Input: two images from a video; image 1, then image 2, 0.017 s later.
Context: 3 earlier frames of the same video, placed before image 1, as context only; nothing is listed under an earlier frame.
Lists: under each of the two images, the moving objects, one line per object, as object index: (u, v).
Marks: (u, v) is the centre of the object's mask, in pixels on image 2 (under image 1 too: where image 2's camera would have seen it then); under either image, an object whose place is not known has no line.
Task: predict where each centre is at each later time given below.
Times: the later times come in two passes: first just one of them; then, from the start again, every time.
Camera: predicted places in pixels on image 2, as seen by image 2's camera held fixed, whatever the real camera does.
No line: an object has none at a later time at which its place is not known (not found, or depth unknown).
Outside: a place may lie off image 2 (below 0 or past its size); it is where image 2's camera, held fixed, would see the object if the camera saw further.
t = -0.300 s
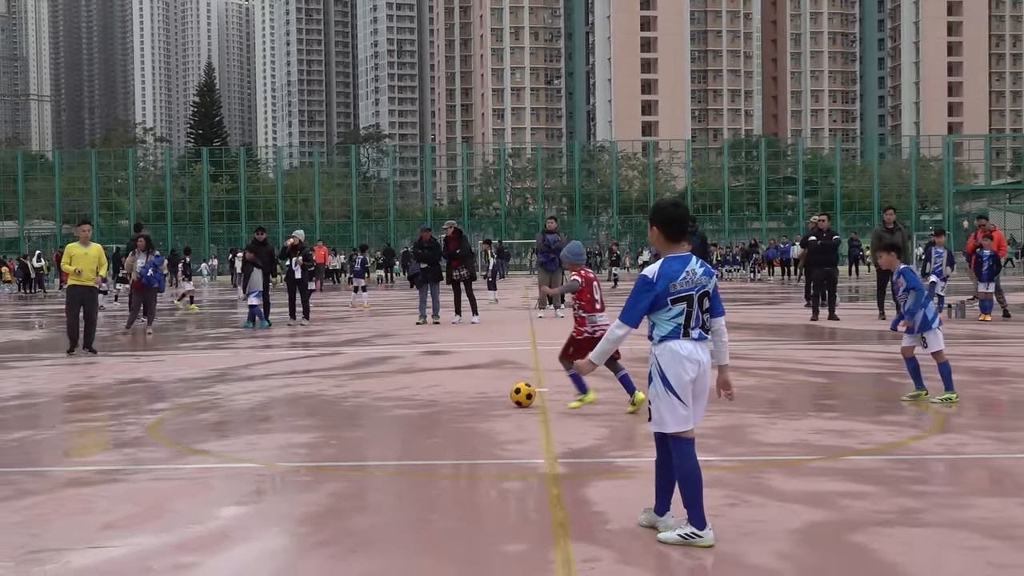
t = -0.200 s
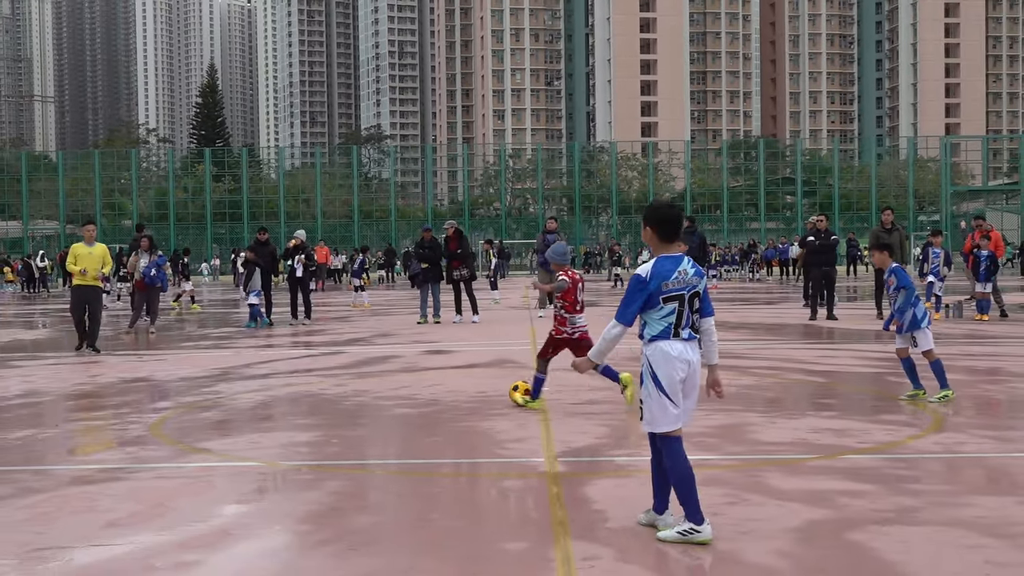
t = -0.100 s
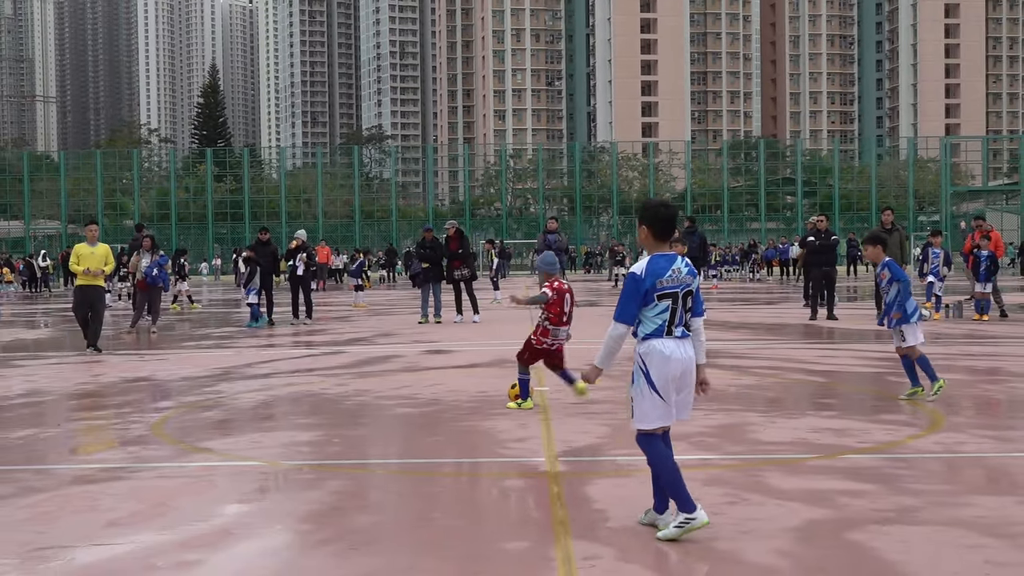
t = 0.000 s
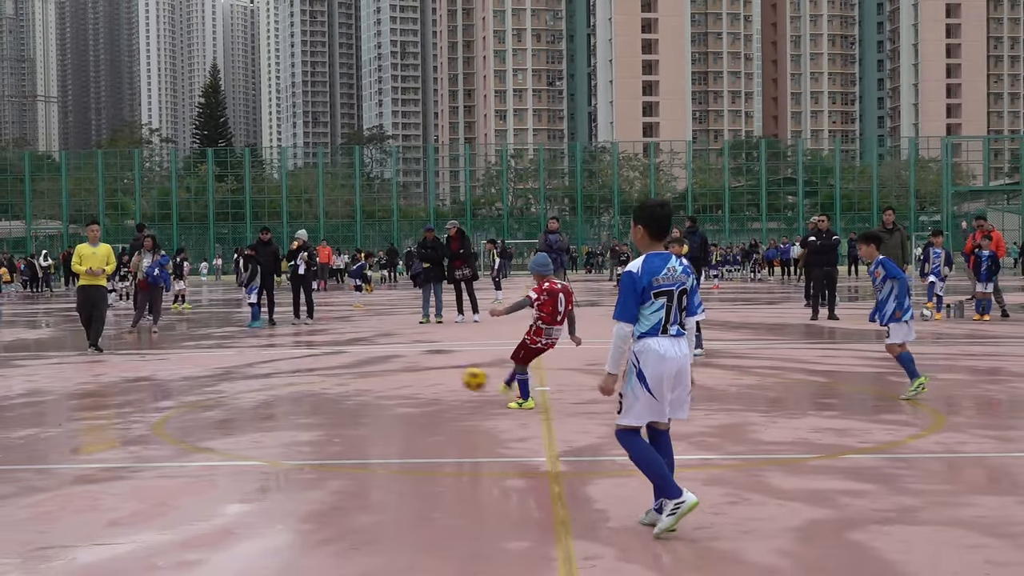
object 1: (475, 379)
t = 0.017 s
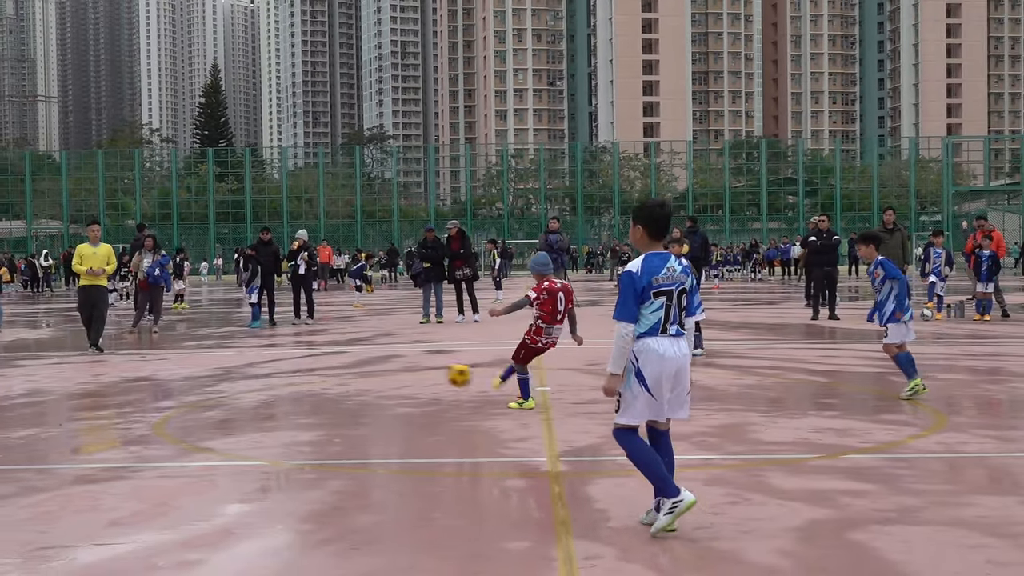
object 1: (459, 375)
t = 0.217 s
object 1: (283, 354)
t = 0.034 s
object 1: (444, 372)
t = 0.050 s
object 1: (428, 369)
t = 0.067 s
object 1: (412, 365)
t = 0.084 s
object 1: (396, 363)
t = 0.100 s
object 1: (382, 361)
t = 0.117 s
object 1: (367, 359)
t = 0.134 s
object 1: (353, 357)
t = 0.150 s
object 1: (338, 357)
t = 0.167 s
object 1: (324, 355)
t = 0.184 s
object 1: (310, 355)
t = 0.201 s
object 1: (297, 355)
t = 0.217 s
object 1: (283, 354)
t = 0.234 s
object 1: (269, 355)
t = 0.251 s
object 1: (256, 356)
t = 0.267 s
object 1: (243, 357)
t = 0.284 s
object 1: (229, 358)
